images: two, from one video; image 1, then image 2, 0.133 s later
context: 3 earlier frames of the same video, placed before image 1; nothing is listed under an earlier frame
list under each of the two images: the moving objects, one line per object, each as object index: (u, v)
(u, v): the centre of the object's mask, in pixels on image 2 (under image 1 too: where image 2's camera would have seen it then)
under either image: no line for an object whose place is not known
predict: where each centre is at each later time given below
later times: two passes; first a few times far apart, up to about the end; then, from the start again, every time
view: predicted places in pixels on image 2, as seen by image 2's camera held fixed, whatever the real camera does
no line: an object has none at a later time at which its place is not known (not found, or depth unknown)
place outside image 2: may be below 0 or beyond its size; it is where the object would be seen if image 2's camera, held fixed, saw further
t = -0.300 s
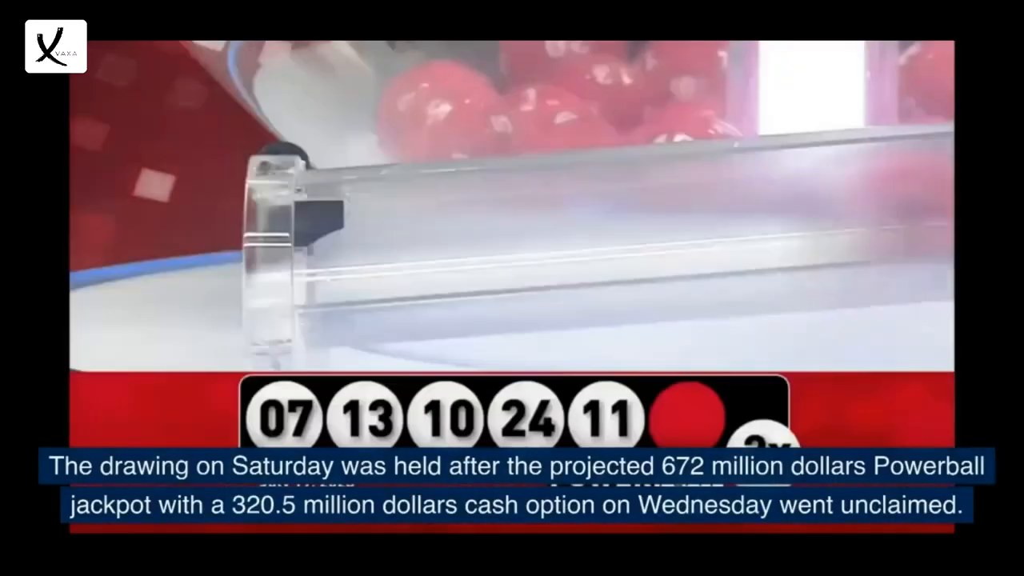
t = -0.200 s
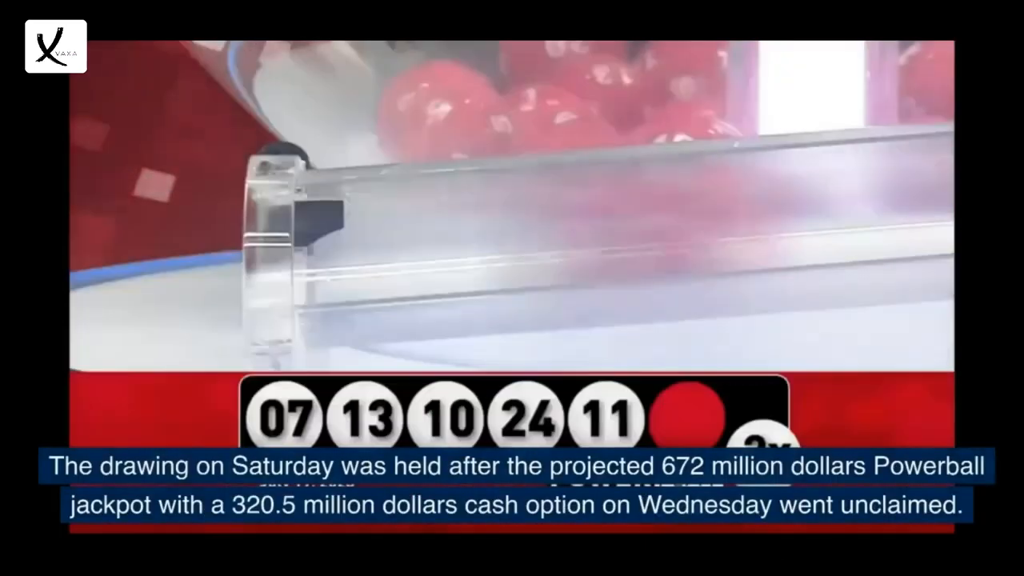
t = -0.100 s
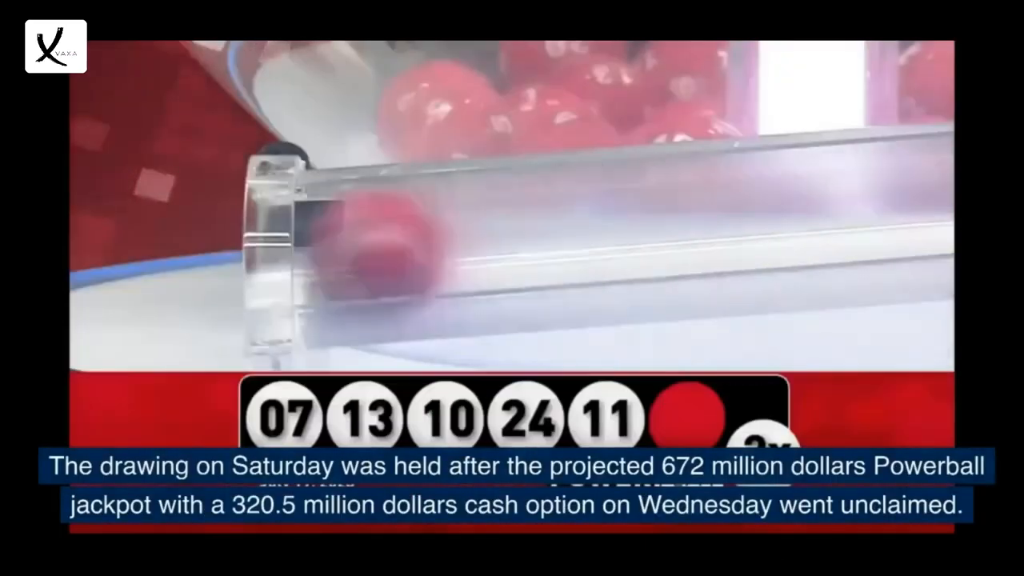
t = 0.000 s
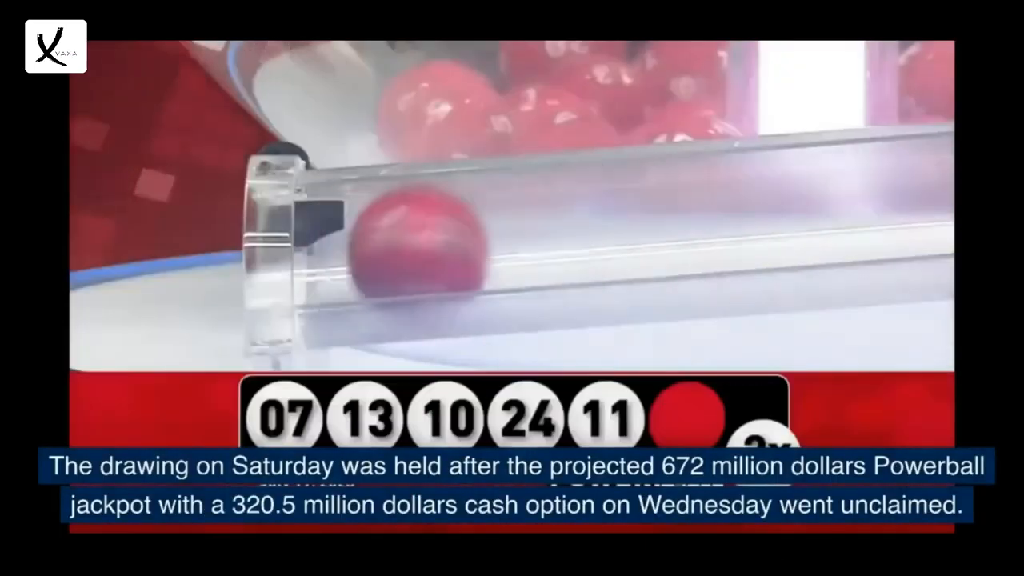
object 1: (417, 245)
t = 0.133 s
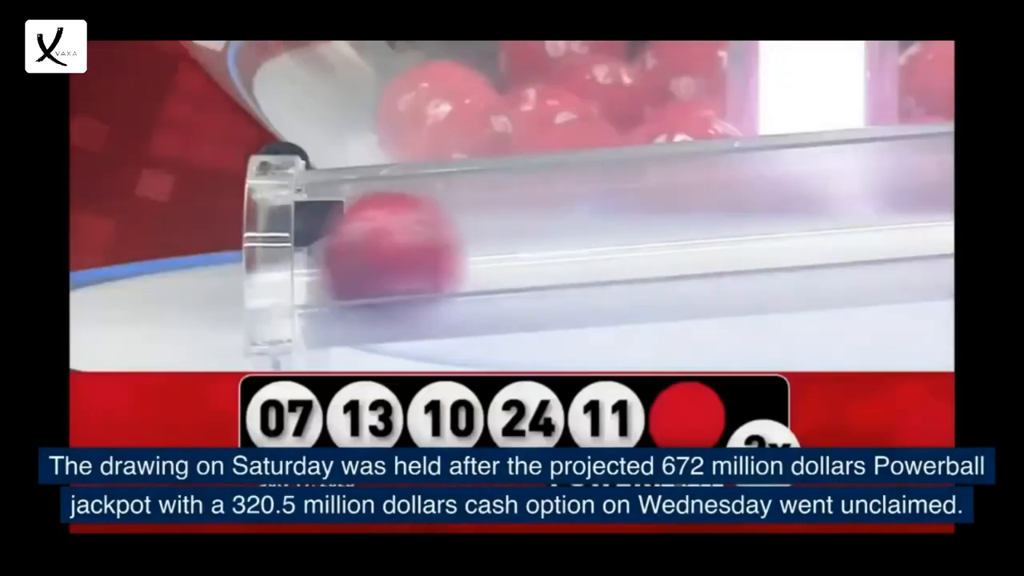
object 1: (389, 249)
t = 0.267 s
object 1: (365, 251)
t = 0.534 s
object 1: (368, 251)
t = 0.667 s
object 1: (368, 251)
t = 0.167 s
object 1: (370, 250)
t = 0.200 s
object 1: (366, 250)
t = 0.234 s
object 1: (366, 251)
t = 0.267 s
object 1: (365, 251)
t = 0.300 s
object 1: (364, 251)
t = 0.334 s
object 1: (366, 251)
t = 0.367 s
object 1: (368, 251)
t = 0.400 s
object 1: (370, 251)
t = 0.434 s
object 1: (371, 251)
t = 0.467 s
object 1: (370, 251)
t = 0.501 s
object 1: (369, 251)
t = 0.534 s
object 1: (368, 251)
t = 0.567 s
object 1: (368, 251)
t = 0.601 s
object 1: (368, 251)
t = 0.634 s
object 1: (368, 251)
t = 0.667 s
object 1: (368, 251)
